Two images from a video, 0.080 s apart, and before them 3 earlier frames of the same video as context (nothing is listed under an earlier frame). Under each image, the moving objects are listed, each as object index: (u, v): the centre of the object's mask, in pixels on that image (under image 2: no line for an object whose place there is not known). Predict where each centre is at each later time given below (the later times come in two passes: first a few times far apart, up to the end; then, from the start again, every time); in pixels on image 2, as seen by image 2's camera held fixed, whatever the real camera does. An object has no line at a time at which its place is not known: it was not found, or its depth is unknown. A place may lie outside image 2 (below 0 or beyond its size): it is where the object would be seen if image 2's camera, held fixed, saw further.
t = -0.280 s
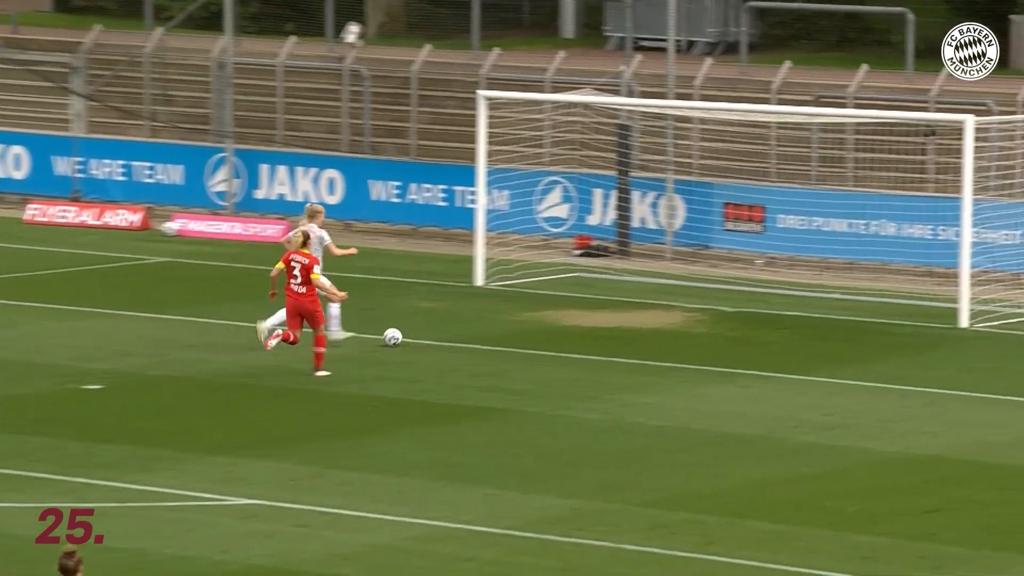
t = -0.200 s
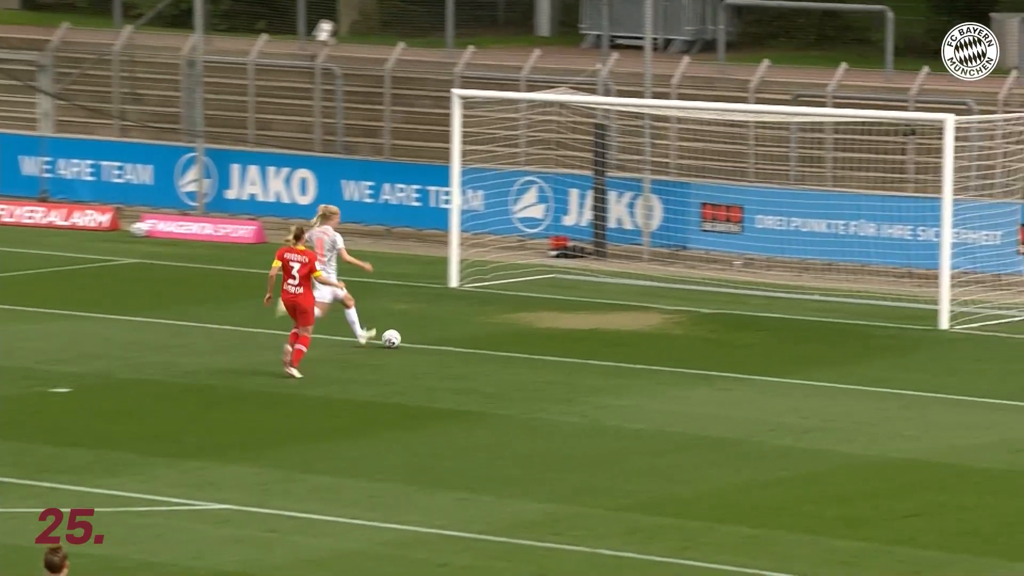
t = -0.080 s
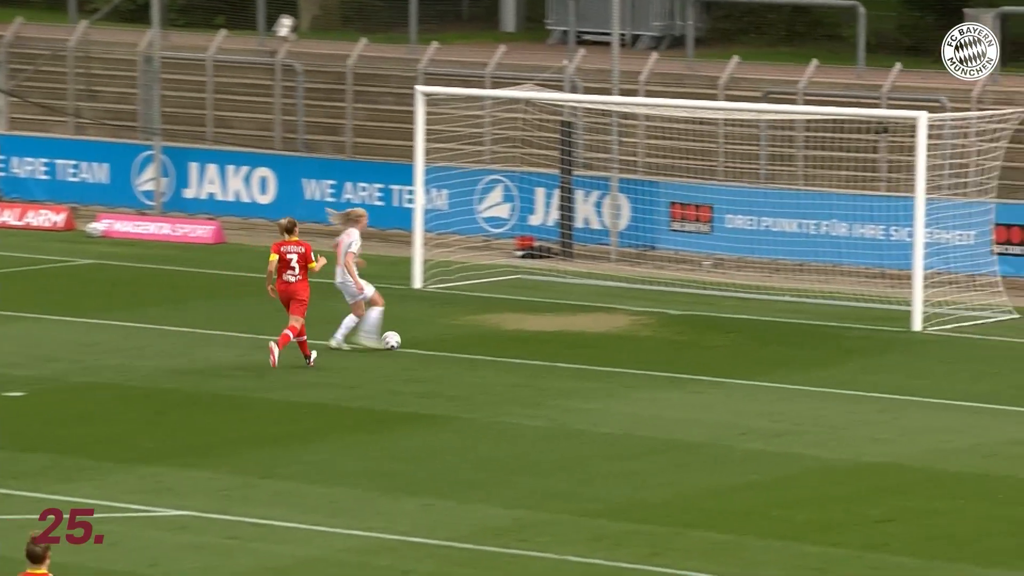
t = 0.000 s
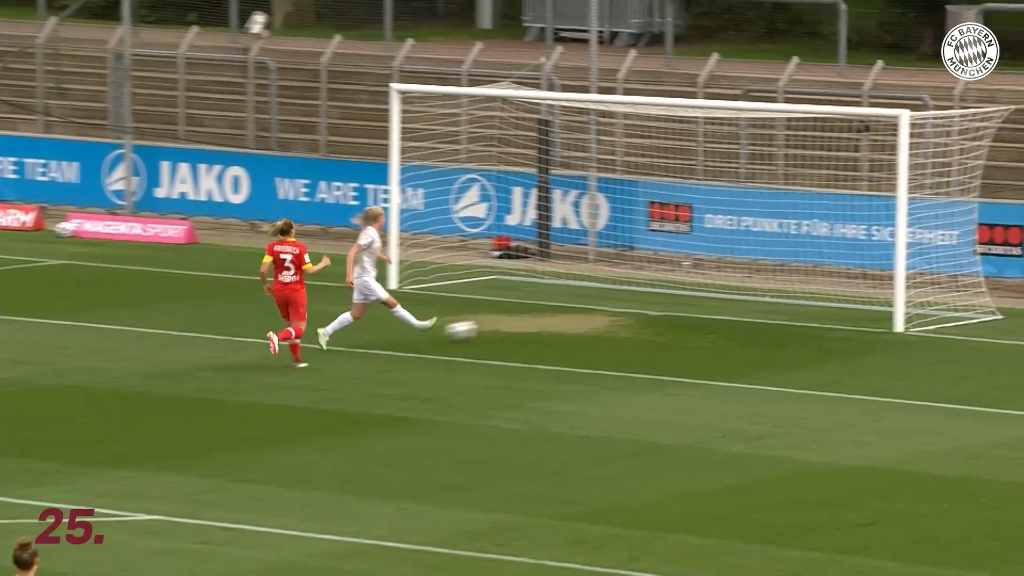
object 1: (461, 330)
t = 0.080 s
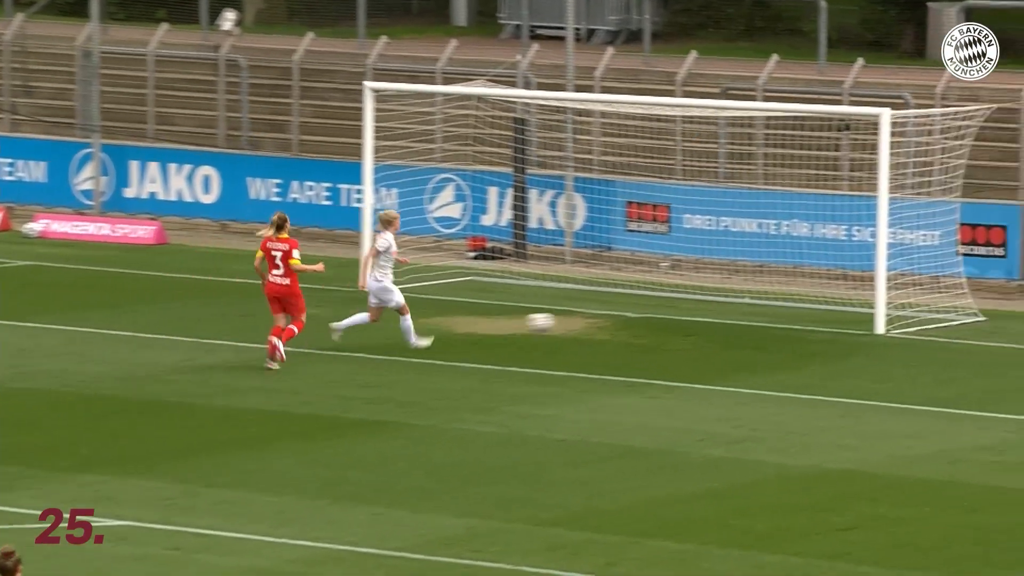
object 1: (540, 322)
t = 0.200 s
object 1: (675, 302)
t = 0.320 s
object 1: (793, 286)
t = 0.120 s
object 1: (589, 320)
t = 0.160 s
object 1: (632, 312)
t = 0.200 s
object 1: (675, 302)
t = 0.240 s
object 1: (715, 295)
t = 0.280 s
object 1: (754, 290)
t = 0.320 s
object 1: (793, 286)
